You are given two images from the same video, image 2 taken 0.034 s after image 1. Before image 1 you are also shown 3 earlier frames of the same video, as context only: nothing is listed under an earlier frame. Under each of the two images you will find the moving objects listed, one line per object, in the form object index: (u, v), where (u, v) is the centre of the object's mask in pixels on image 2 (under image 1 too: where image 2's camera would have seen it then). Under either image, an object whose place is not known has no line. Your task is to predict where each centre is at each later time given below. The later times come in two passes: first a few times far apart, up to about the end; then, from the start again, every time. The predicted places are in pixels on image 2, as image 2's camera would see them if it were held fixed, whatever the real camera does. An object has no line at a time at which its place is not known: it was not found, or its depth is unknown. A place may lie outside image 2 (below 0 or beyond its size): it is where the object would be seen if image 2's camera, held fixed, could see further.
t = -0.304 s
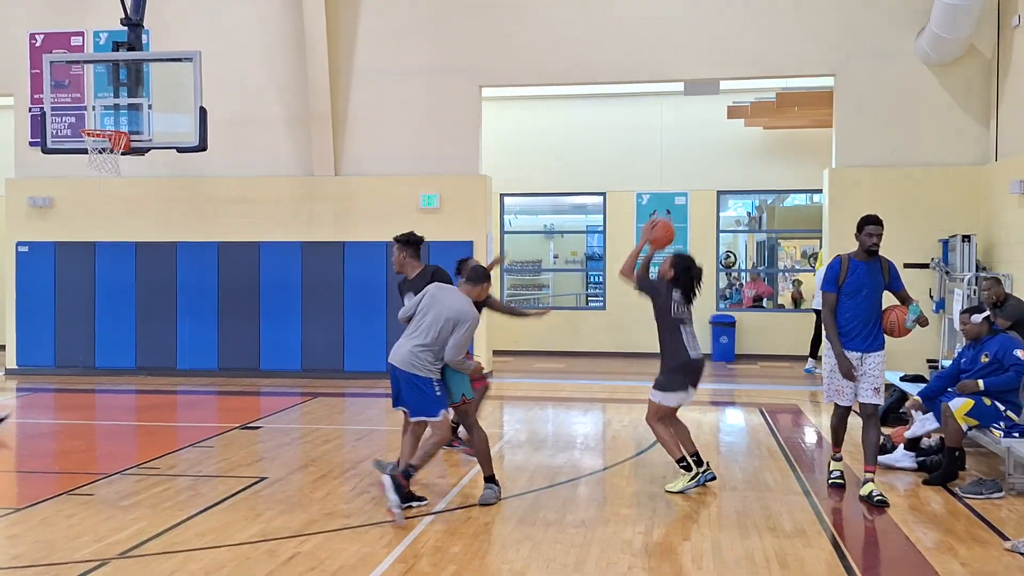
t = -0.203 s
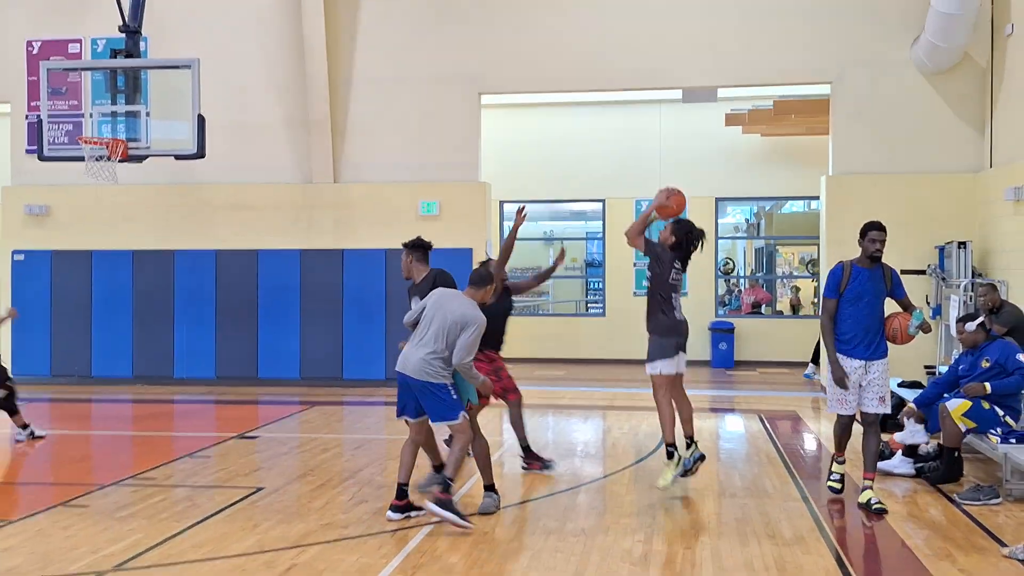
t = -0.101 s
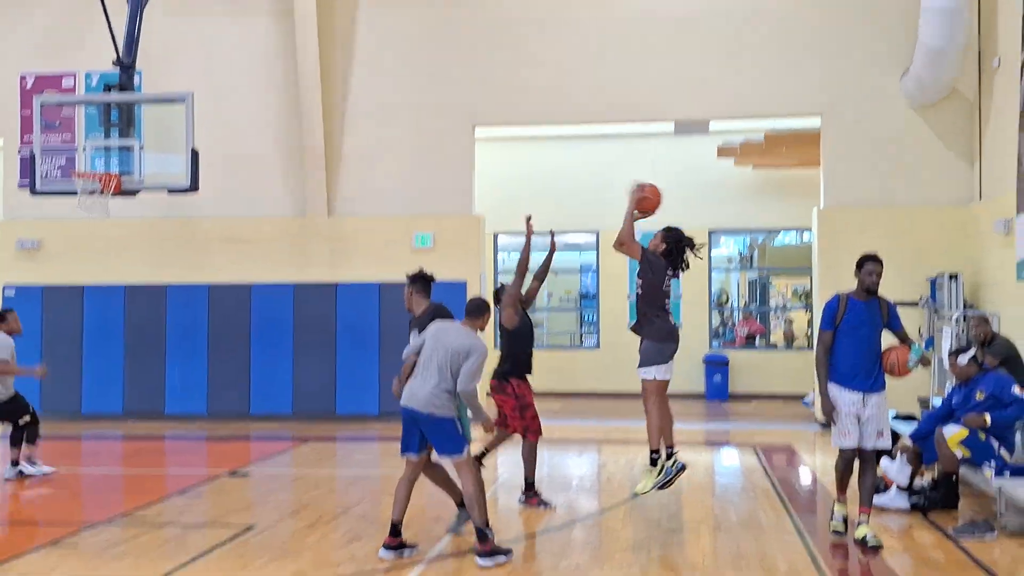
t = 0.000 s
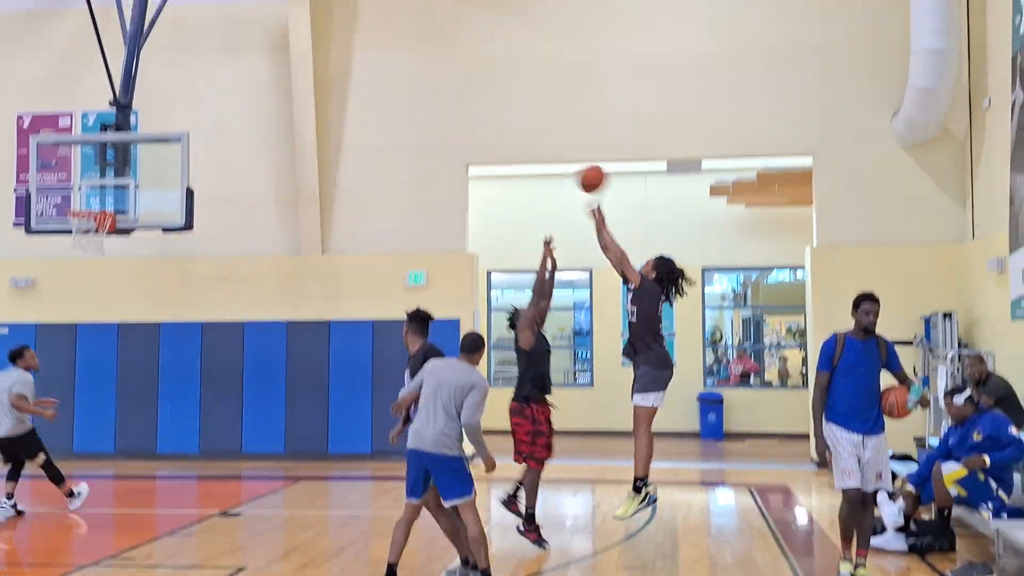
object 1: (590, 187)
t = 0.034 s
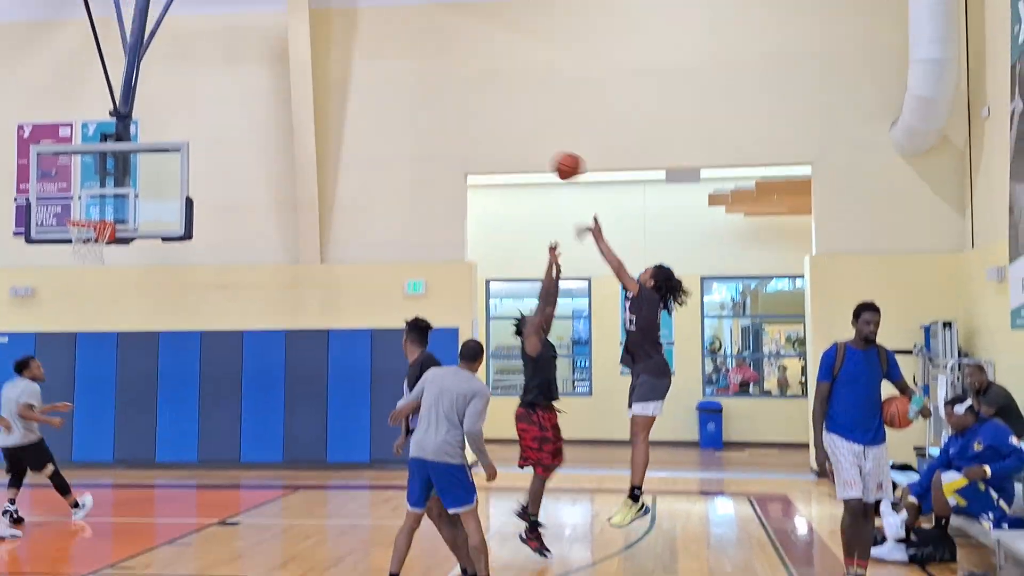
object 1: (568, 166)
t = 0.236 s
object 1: (442, 78)
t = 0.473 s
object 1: (325, 46)
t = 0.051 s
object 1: (556, 156)
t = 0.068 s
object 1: (544, 147)
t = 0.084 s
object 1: (534, 137)
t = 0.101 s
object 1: (523, 129)
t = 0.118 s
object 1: (512, 121)
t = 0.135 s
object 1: (502, 114)
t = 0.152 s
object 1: (492, 107)
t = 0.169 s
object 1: (481, 101)
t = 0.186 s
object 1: (472, 95)
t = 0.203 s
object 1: (462, 89)
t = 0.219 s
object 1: (451, 83)
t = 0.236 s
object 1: (442, 78)
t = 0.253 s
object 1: (433, 74)
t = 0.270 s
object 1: (423, 69)
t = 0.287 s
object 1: (414, 65)
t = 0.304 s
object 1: (405, 62)
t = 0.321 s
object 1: (397, 59)
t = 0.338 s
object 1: (388, 56)
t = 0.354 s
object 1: (380, 54)
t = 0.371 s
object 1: (372, 52)
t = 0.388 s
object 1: (364, 50)
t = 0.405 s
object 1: (356, 49)
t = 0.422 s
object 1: (348, 48)
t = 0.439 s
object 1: (340, 47)
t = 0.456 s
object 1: (333, 47)
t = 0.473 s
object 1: (325, 46)
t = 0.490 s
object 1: (318, 46)
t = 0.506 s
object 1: (311, 47)
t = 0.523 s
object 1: (303, 48)
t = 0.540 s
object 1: (296, 48)
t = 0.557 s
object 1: (288, 50)
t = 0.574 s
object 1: (281, 51)
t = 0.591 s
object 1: (274, 53)
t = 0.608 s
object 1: (267, 55)
